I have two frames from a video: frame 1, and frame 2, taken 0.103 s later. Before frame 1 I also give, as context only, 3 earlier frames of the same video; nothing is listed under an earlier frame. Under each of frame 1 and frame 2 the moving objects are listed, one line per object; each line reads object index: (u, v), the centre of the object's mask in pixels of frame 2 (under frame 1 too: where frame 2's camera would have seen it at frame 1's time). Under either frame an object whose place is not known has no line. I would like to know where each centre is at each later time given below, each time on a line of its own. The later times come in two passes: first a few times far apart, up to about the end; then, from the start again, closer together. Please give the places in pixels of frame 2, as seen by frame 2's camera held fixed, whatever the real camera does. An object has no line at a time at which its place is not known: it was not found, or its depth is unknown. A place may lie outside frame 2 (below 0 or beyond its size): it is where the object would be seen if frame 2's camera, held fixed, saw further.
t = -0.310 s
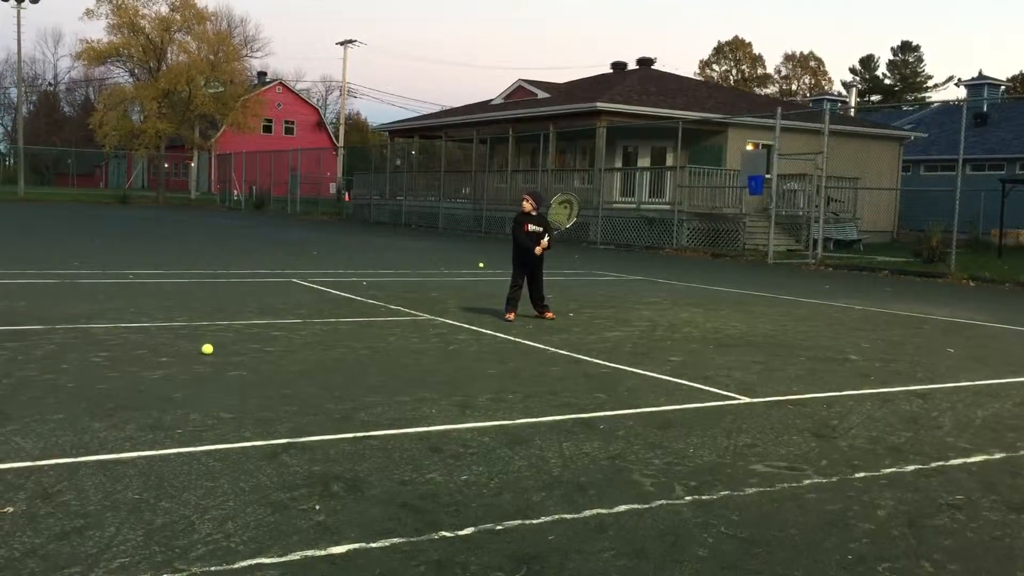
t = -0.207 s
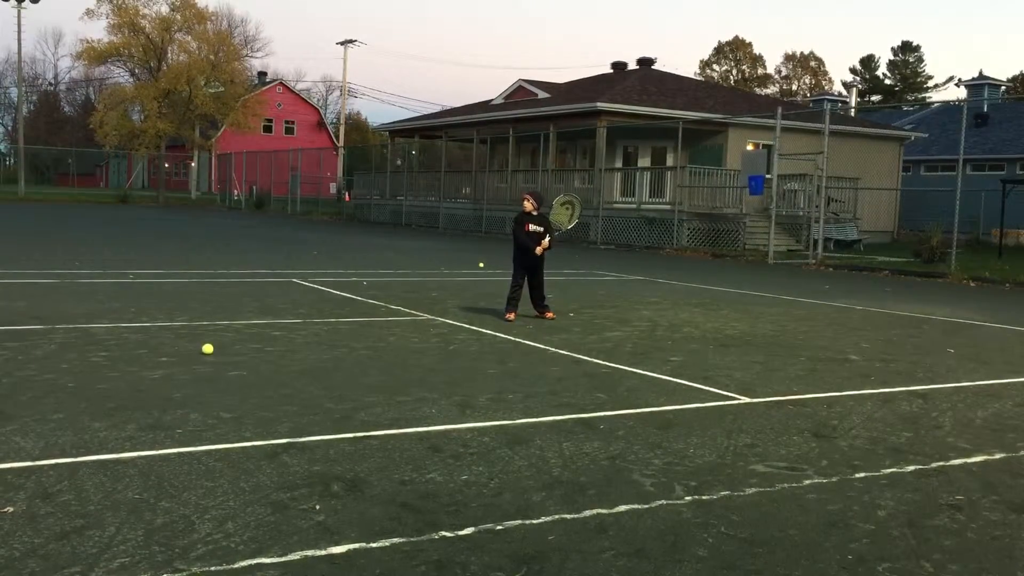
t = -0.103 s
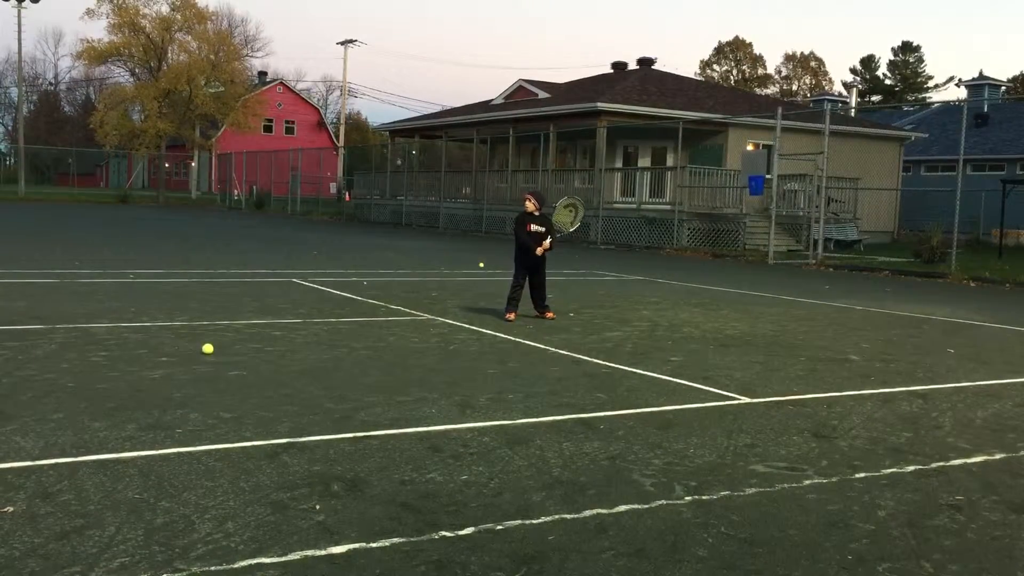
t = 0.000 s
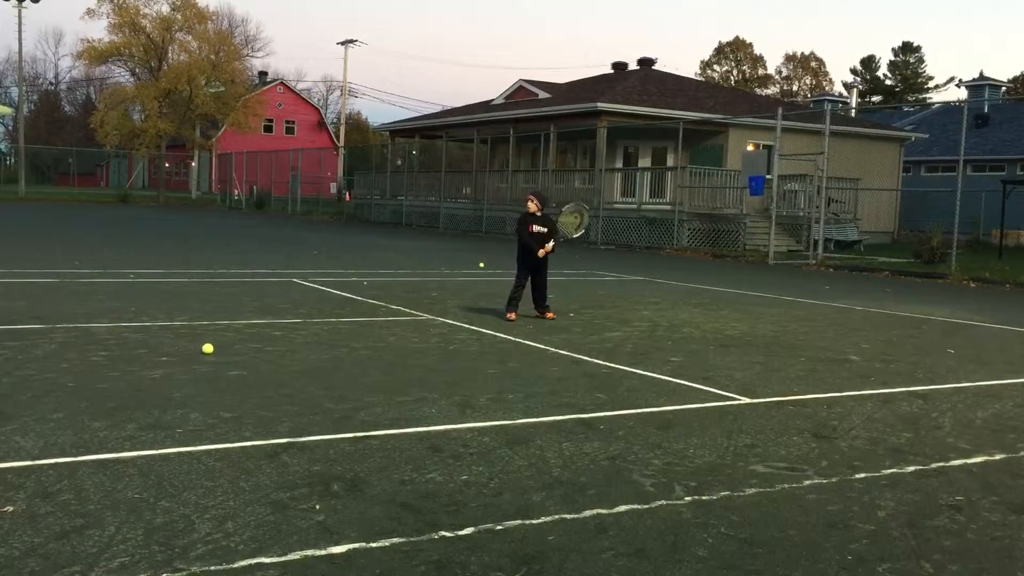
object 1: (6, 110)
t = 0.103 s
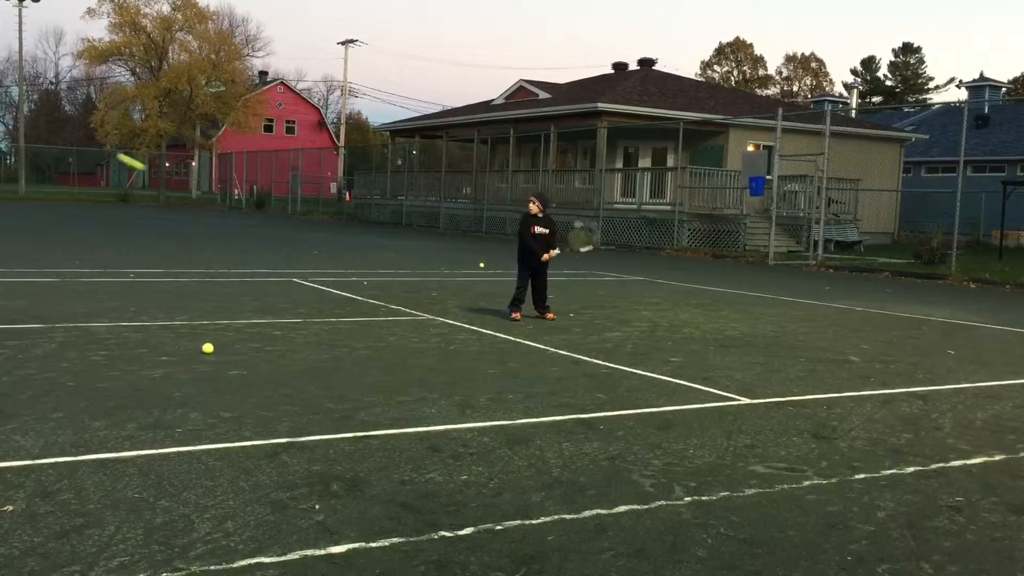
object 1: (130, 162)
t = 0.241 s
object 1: (251, 235)
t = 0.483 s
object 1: (400, 285)
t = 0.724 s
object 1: (484, 229)
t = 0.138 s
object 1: (162, 179)
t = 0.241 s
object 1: (251, 235)
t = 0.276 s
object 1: (279, 255)
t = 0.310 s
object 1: (306, 276)
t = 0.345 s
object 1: (334, 300)
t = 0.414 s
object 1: (375, 313)
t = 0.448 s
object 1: (388, 298)
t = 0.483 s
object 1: (400, 285)
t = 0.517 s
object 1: (413, 272)
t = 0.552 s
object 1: (425, 262)
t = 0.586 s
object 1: (436, 253)
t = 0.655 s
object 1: (460, 238)
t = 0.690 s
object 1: (473, 233)
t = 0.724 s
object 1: (484, 229)
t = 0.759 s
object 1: (496, 227)
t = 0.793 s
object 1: (507, 226)
